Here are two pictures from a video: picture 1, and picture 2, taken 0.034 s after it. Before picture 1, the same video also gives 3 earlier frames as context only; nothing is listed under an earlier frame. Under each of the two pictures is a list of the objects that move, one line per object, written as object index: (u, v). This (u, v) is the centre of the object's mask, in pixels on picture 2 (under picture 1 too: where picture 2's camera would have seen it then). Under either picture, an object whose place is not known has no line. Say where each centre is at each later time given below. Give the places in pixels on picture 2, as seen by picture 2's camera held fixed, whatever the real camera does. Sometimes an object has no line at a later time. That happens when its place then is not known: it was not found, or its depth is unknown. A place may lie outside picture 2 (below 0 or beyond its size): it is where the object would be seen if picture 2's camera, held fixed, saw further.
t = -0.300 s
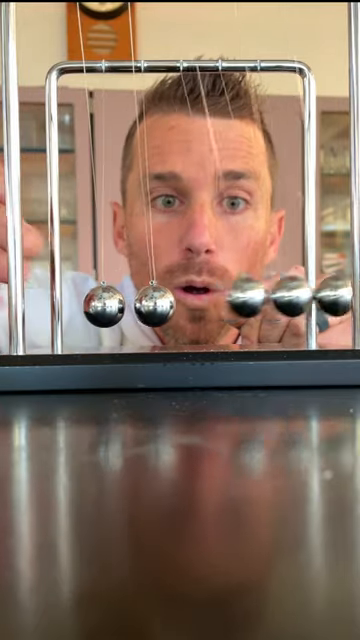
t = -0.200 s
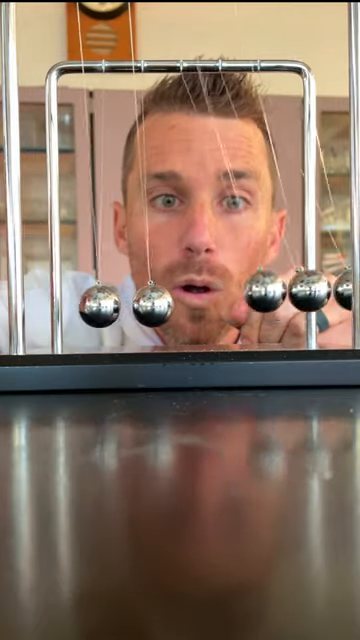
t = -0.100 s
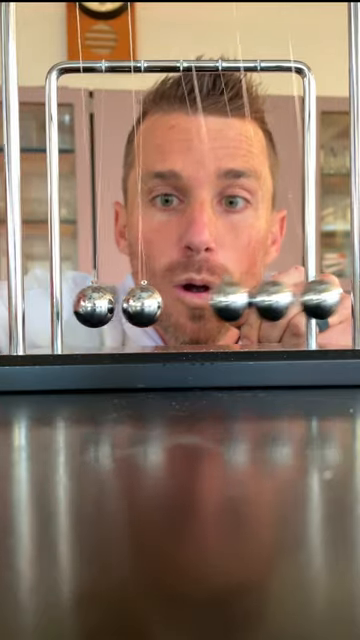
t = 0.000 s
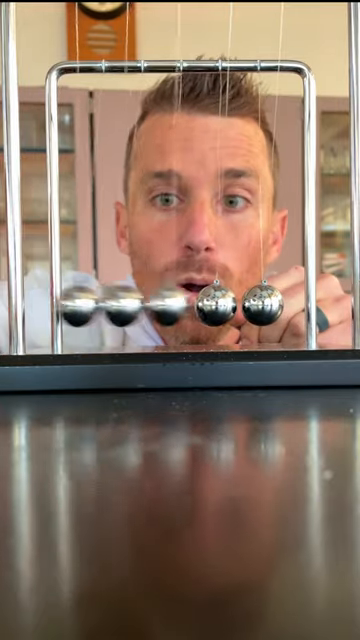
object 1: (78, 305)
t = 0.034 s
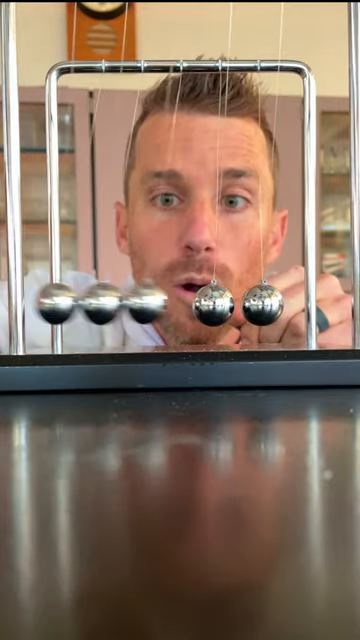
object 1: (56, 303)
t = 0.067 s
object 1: (39, 300)
